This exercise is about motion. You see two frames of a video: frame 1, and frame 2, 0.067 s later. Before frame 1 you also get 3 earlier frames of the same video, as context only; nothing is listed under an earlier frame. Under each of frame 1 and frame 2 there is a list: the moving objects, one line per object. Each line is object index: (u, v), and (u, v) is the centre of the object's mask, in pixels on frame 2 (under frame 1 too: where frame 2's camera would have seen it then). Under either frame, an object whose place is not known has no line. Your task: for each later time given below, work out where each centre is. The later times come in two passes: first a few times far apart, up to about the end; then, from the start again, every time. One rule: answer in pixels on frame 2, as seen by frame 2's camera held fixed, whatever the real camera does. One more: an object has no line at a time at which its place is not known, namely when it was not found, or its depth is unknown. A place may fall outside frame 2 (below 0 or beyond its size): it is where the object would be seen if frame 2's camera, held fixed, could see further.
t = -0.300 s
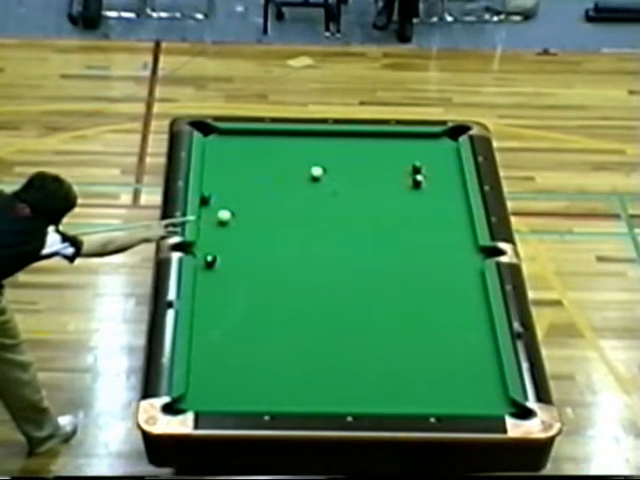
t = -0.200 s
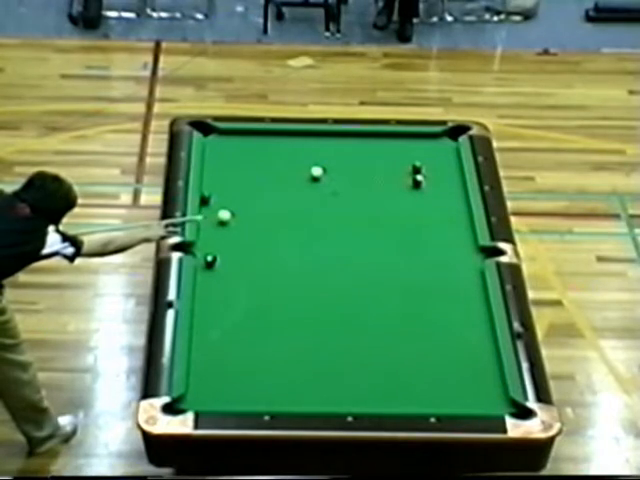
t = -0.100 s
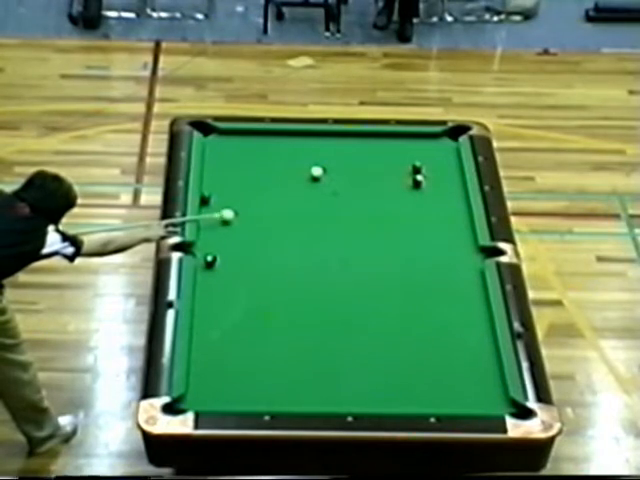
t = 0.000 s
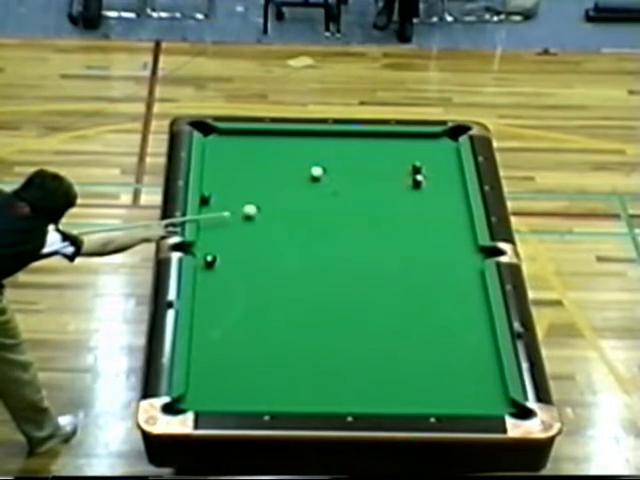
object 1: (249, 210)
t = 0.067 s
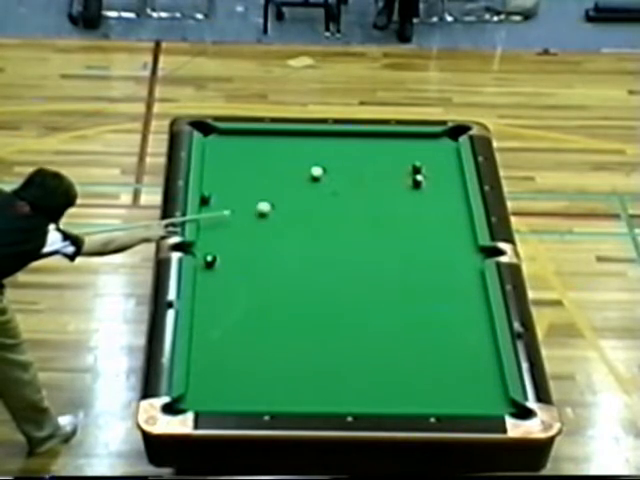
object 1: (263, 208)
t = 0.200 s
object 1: (291, 202)
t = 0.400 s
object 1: (328, 194)
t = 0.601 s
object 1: (368, 186)
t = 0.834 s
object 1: (406, 176)
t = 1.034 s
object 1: (414, 170)
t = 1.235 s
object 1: (418, 168)
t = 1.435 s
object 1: (422, 166)
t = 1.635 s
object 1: (426, 165)
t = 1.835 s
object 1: (428, 164)
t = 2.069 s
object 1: (431, 162)
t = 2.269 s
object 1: (433, 161)
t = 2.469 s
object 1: (435, 160)
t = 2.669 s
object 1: (436, 160)
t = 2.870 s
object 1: (437, 160)
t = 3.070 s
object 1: (438, 160)
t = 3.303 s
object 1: (437, 160)
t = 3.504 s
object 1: (437, 160)
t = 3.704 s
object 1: (437, 160)
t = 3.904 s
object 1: (437, 160)
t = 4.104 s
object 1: (438, 160)
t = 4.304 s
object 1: (438, 160)
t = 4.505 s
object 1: (438, 160)
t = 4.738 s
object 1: (438, 160)
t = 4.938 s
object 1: (438, 160)
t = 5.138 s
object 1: (438, 160)
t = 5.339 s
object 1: (438, 160)
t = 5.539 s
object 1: (438, 160)
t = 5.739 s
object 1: (438, 160)
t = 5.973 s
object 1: (438, 160)
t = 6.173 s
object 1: (437, 160)
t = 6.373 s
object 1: (437, 160)
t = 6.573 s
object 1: (437, 160)
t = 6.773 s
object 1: (438, 160)
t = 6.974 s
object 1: (437, 160)
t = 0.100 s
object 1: (270, 207)
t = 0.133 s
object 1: (278, 205)
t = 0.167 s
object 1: (284, 204)
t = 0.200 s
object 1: (291, 202)
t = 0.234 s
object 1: (298, 200)
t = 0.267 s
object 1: (301, 200)
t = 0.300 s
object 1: (308, 198)
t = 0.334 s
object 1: (315, 197)
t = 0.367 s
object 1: (322, 196)
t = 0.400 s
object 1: (328, 194)
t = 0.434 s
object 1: (335, 193)
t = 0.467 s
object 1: (342, 192)
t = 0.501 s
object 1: (348, 190)
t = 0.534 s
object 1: (355, 189)
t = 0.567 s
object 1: (361, 187)
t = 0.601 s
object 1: (368, 186)
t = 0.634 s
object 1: (374, 185)
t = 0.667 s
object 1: (380, 183)
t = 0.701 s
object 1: (386, 182)
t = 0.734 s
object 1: (392, 180)
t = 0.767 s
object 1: (399, 179)
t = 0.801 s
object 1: (405, 178)
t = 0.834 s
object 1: (406, 176)
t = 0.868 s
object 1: (408, 174)
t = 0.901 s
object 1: (410, 173)
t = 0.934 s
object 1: (412, 171)
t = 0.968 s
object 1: (413, 171)
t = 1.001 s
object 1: (413, 170)
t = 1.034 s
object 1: (414, 170)
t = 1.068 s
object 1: (415, 170)
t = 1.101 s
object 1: (416, 169)
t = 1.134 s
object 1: (416, 169)
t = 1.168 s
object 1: (417, 169)
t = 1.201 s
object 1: (418, 168)
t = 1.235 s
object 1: (418, 168)
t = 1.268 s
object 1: (419, 168)
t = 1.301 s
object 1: (419, 168)
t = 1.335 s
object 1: (420, 167)
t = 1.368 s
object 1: (421, 167)
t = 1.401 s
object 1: (422, 167)
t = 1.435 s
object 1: (422, 166)
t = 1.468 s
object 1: (422, 166)
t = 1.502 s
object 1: (423, 166)
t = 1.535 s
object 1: (424, 166)
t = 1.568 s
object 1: (424, 165)
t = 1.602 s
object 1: (425, 165)
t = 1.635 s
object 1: (426, 165)
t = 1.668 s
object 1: (426, 165)
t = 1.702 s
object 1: (427, 164)
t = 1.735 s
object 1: (427, 164)
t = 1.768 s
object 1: (428, 164)
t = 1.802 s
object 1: (428, 164)
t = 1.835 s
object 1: (428, 164)
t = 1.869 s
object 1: (429, 163)
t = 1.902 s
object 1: (429, 163)
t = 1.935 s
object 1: (430, 163)
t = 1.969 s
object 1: (430, 163)
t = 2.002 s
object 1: (430, 163)
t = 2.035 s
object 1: (431, 162)
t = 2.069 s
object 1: (431, 162)
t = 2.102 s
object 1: (431, 162)
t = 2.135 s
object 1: (432, 162)
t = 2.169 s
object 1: (432, 162)
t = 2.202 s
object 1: (432, 161)
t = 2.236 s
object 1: (433, 161)
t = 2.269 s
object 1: (433, 161)
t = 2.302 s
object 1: (433, 161)
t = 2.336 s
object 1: (434, 161)
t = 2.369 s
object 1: (434, 161)
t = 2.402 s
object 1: (434, 161)
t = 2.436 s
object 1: (434, 161)
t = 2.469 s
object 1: (435, 160)
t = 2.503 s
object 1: (435, 160)
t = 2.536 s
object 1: (435, 160)
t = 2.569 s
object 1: (436, 160)
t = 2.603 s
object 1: (436, 160)
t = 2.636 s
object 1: (436, 160)
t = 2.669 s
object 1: (436, 160)
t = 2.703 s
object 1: (436, 160)
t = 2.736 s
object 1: (437, 160)
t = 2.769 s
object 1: (437, 160)
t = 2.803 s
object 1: (437, 160)
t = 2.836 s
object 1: (437, 160)
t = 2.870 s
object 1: (437, 160)
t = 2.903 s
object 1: (437, 160)
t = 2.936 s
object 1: (437, 160)
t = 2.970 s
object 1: (437, 160)
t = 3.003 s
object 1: (437, 160)
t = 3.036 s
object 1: (438, 160)
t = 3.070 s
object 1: (438, 160)
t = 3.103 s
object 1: (438, 160)
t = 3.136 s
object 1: (438, 160)
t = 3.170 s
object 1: (438, 160)
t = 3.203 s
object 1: (438, 160)
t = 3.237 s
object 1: (437, 160)
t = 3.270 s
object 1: (437, 160)
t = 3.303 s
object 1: (437, 160)
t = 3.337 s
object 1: (437, 160)
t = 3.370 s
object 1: (437, 160)
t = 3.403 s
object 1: (437, 160)
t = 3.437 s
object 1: (437, 160)
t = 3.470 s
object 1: (437, 160)
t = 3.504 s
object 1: (437, 160)
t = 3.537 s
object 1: (438, 160)
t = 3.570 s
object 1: (437, 160)
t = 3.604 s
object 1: (437, 160)
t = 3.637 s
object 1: (437, 160)
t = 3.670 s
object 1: (437, 160)
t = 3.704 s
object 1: (437, 160)
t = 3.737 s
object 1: (437, 160)
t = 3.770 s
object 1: (437, 160)
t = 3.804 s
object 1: (437, 160)
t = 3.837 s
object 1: (437, 160)
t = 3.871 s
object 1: (437, 160)
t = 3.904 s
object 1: (437, 160)
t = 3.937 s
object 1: (437, 160)
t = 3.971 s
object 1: (437, 160)
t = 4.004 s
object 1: (437, 160)
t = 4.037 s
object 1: (438, 160)
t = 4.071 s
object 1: (438, 160)
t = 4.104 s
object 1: (438, 160)
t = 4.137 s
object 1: (438, 160)
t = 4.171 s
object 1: (438, 160)
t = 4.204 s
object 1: (438, 160)
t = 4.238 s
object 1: (438, 160)
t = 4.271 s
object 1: (438, 160)
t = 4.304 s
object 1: (438, 160)
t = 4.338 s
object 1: (438, 160)
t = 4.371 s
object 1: (438, 160)
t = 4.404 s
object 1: (438, 160)
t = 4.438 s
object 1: (438, 160)
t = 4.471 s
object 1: (438, 160)
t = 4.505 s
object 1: (438, 160)
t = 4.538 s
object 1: (438, 160)
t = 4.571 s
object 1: (438, 160)
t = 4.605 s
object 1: (438, 160)
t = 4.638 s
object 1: (438, 160)
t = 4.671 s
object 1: (438, 160)
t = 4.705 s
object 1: (438, 160)
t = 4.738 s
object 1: (438, 160)
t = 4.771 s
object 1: (438, 160)
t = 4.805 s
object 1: (438, 160)
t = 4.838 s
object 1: (438, 160)
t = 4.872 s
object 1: (438, 160)
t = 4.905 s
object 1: (438, 160)
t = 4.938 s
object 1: (438, 160)
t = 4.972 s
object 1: (438, 160)
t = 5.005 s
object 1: (438, 160)
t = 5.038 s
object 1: (438, 160)
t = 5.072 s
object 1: (438, 160)
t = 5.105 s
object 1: (438, 160)
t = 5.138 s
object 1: (438, 160)
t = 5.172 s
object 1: (438, 160)
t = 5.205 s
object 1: (438, 160)
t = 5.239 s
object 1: (438, 160)
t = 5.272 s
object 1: (438, 160)
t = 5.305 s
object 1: (438, 160)
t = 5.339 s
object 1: (438, 160)
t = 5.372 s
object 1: (438, 160)
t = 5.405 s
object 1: (438, 160)
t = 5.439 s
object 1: (438, 160)
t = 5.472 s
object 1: (438, 160)
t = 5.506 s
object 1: (438, 160)
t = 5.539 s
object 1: (438, 160)
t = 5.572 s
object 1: (438, 160)
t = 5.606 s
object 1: (438, 160)
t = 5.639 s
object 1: (438, 160)
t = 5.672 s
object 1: (438, 160)
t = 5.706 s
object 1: (438, 160)
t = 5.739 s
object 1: (438, 160)
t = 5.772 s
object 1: (438, 160)
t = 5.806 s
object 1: (438, 160)
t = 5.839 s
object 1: (438, 160)
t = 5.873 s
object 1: (438, 160)
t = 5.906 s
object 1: (438, 160)
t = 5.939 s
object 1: (438, 160)
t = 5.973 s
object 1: (438, 160)
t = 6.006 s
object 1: (437, 160)
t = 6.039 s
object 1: (437, 160)
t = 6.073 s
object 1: (437, 160)
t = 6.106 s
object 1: (437, 160)
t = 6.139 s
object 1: (437, 160)
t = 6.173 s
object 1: (437, 160)
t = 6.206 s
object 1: (437, 160)
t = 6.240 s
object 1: (437, 160)
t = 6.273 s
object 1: (437, 160)
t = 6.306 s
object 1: (437, 160)
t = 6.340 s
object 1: (437, 160)
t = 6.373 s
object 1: (437, 160)
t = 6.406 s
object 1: (437, 160)
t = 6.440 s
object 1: (437, 160)
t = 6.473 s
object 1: (437, 160)
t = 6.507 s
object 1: (437, 160)
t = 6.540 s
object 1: (437, 160)
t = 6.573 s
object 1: (437, 160)
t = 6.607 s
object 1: (437, 160)
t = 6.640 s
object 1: (438, 160)
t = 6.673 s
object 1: (437, 160)
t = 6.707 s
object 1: (438, 160)
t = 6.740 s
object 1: (438, 160)
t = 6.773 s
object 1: (438, 160)
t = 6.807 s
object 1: (438, 160)
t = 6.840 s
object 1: (438, 160)
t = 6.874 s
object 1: (438, 160)
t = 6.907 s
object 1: (438, 160)
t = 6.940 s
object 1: (438, 160)
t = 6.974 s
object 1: (437, 160)
